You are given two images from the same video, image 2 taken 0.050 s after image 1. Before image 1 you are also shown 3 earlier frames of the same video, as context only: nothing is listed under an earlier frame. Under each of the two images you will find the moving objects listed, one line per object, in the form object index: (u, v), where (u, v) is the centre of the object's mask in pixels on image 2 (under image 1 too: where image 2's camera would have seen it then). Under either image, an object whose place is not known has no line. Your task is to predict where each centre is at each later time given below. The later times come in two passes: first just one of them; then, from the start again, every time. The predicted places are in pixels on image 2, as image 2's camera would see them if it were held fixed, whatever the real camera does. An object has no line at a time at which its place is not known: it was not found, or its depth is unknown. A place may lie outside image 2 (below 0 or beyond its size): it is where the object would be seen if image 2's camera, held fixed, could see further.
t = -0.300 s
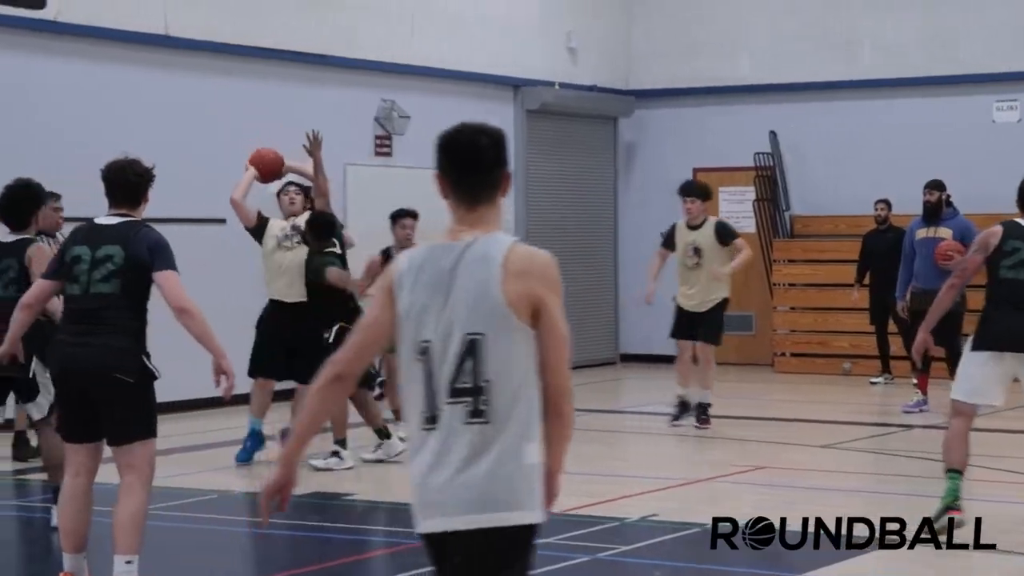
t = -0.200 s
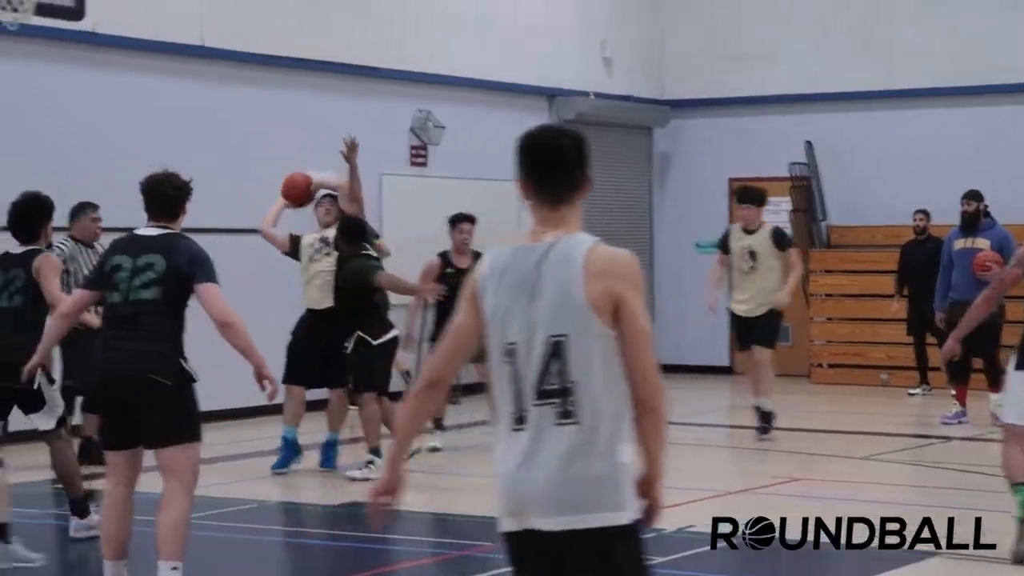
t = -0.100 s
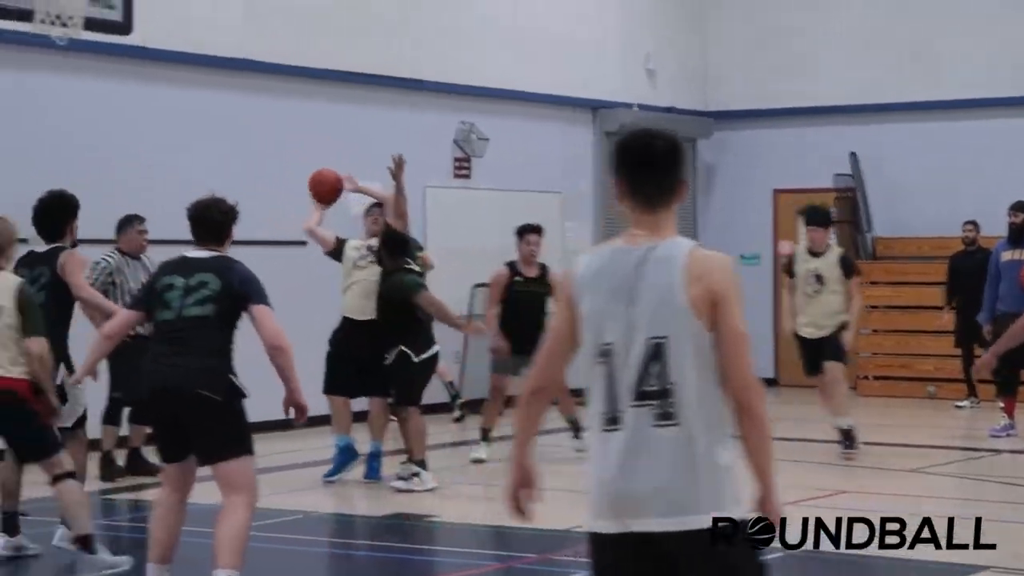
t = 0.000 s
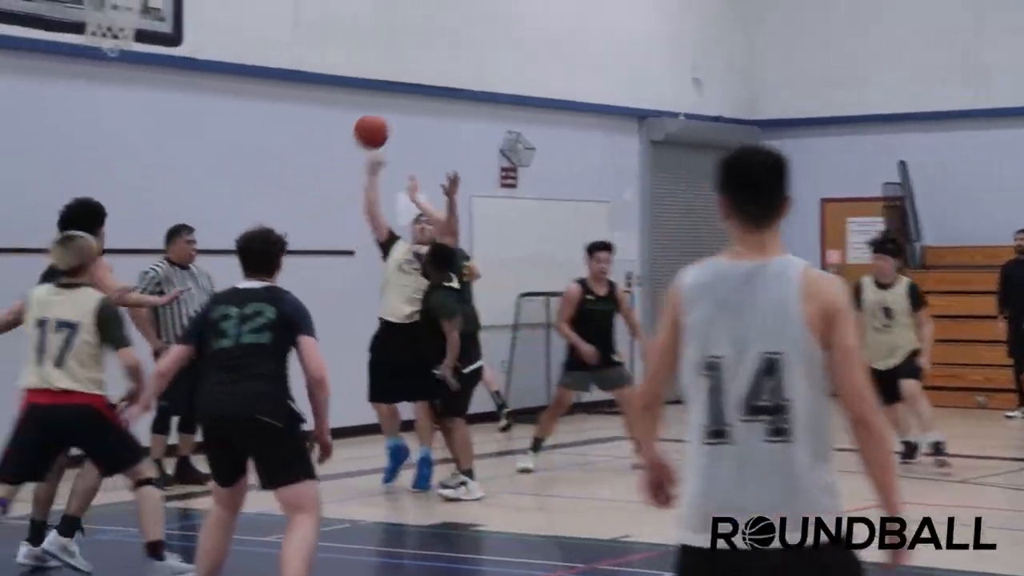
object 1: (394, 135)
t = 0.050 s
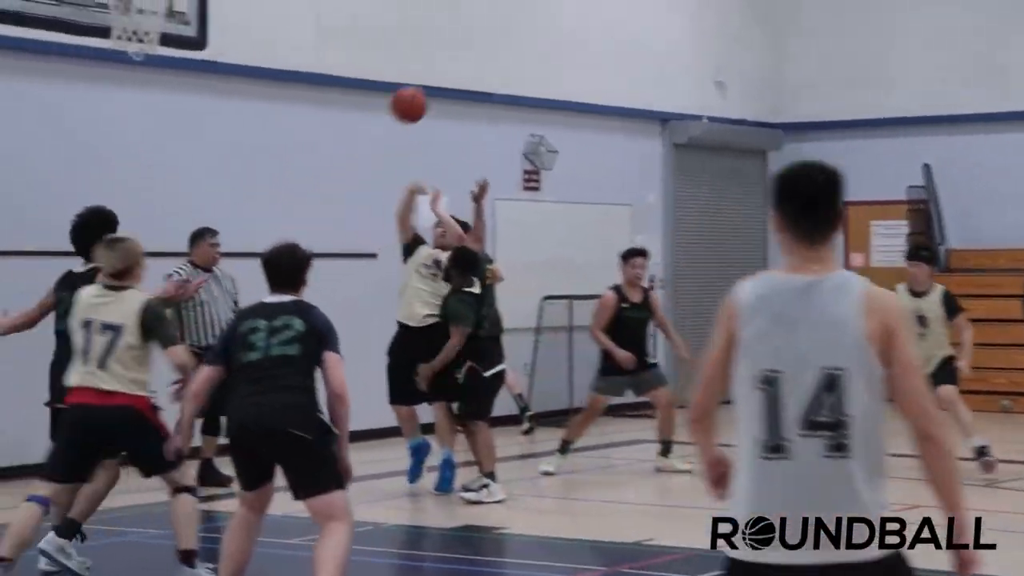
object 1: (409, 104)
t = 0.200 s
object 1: (456, 27)
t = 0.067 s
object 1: (414, 96)
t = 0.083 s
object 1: (418, 86)
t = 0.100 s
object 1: (423, 77)
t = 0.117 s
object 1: (429, 68)
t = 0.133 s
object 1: (434, 59)
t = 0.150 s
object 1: (439, 51)
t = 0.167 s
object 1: (445, 42)
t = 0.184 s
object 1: (451, 35)
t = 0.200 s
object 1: (456, 27)
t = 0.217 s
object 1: (462, 20)
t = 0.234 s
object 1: (467, 13)
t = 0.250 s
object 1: (473, 7)
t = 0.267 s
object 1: (479, 3)
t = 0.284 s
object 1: (485, -1)
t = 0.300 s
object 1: (492, -5)
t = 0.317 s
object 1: (498, -9)
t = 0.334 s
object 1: (504, -13)
